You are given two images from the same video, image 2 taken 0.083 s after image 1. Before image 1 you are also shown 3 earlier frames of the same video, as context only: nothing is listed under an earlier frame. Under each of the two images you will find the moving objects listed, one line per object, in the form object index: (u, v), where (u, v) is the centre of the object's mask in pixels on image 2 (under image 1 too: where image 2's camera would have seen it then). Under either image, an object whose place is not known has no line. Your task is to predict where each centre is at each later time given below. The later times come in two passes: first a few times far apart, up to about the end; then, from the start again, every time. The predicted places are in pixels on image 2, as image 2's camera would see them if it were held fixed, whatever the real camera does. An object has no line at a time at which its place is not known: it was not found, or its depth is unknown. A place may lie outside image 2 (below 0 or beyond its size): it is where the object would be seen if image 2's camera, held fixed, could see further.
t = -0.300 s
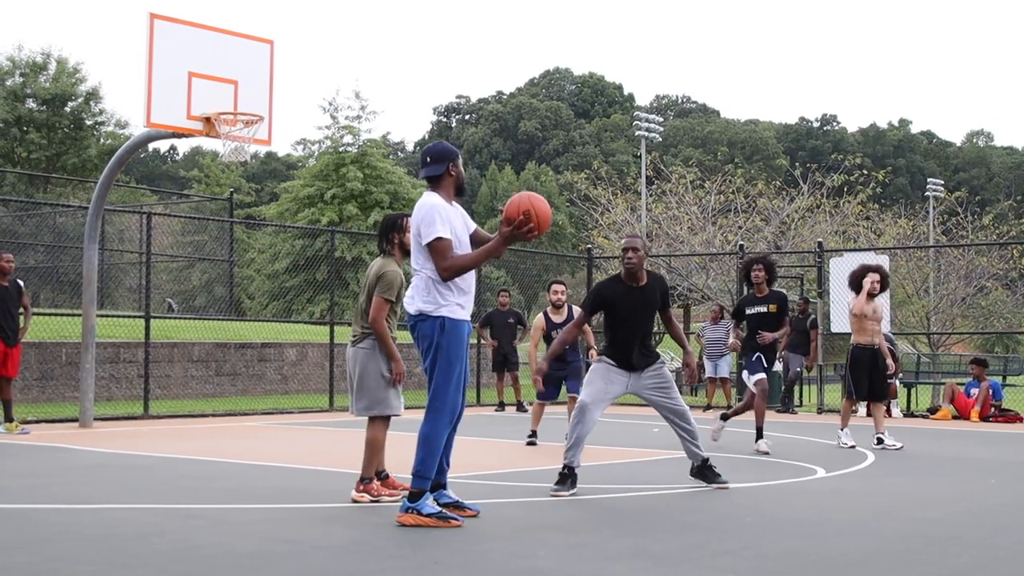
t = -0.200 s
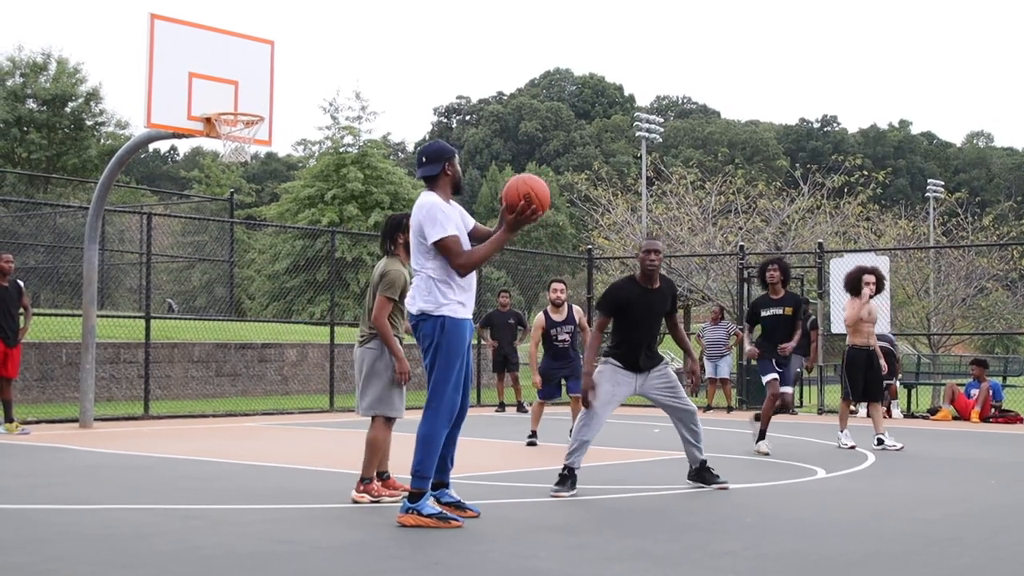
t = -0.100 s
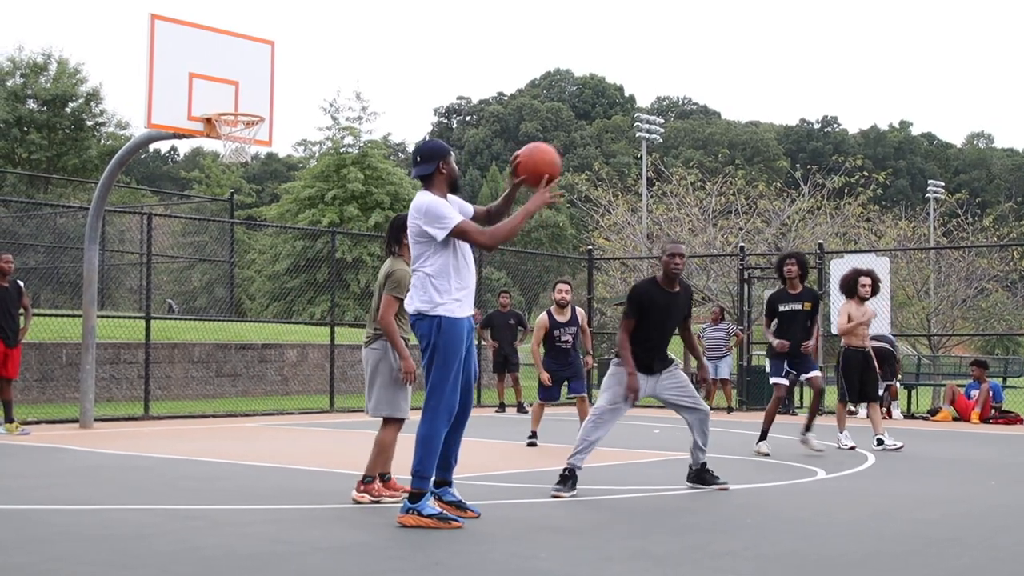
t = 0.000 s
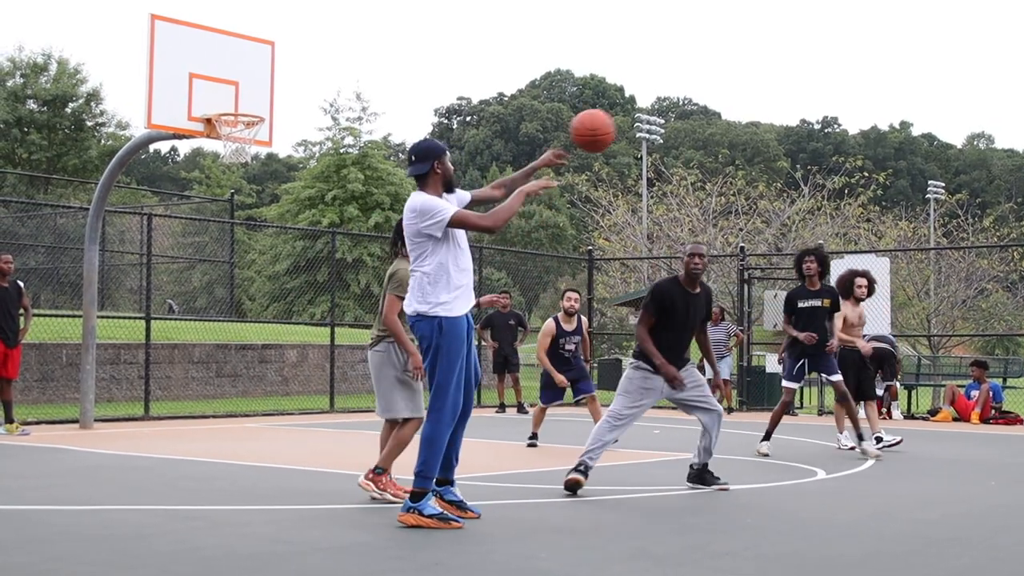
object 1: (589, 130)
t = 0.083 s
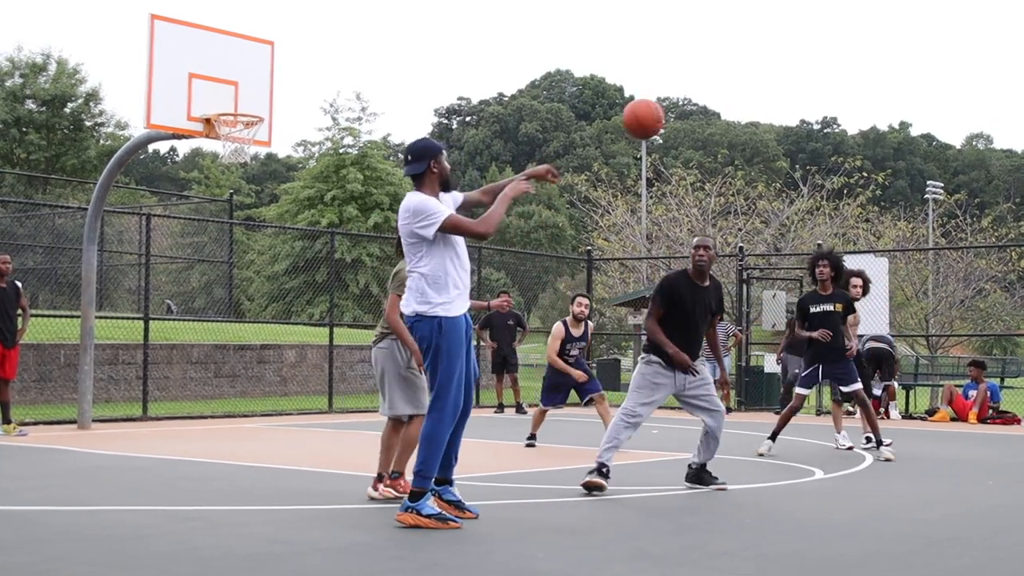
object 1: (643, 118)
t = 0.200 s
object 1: (705, 121)
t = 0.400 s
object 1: (787, 166)
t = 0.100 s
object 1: (653, 117)
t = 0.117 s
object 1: (662, 117)
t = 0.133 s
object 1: (671, 117)
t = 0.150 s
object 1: (680, 118)
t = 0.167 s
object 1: (688, 118)
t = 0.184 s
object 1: (698, 120)
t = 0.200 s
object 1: (705, 121)
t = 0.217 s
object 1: (713, 123)
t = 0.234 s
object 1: (720, 126)
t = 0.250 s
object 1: (728, 129)
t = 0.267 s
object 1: (735, 131)
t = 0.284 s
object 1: (743, 135)
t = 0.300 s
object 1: (751, 138)
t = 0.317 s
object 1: (758, 142)
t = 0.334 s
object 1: (764, 147)
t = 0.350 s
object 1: (769, 151)
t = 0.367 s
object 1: (775, 156)
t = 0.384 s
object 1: (781, 161)
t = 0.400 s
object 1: (787, 166)
